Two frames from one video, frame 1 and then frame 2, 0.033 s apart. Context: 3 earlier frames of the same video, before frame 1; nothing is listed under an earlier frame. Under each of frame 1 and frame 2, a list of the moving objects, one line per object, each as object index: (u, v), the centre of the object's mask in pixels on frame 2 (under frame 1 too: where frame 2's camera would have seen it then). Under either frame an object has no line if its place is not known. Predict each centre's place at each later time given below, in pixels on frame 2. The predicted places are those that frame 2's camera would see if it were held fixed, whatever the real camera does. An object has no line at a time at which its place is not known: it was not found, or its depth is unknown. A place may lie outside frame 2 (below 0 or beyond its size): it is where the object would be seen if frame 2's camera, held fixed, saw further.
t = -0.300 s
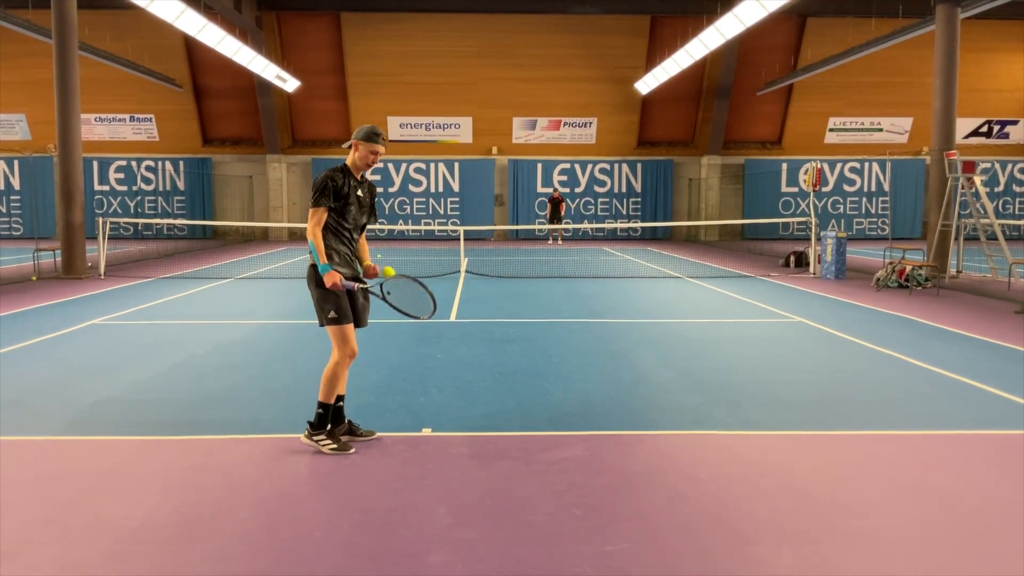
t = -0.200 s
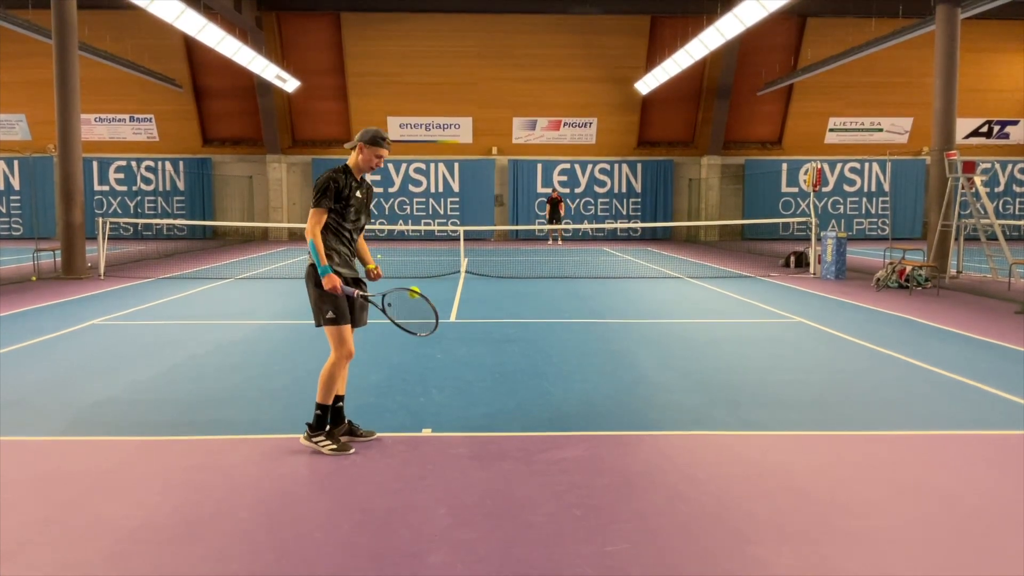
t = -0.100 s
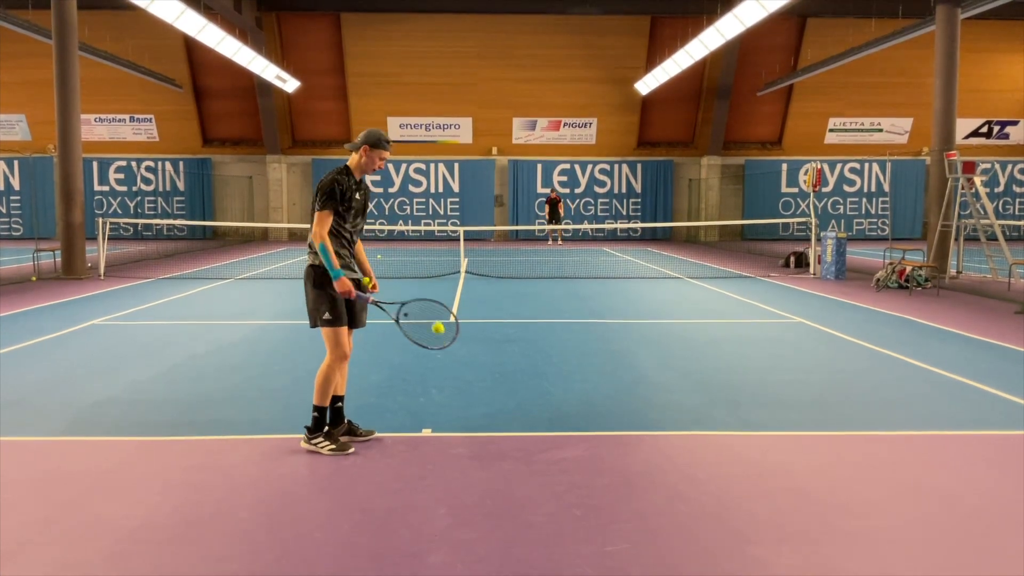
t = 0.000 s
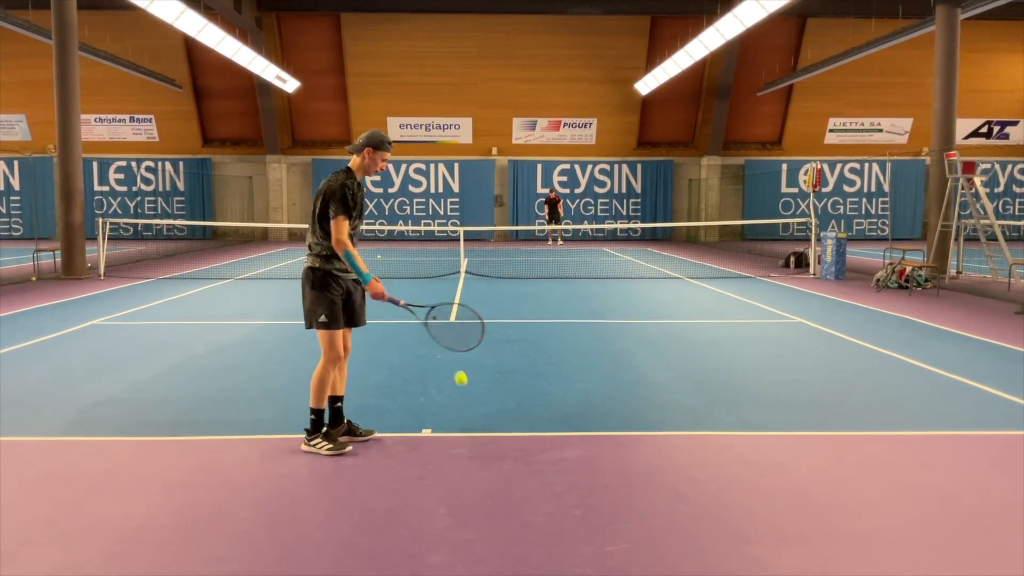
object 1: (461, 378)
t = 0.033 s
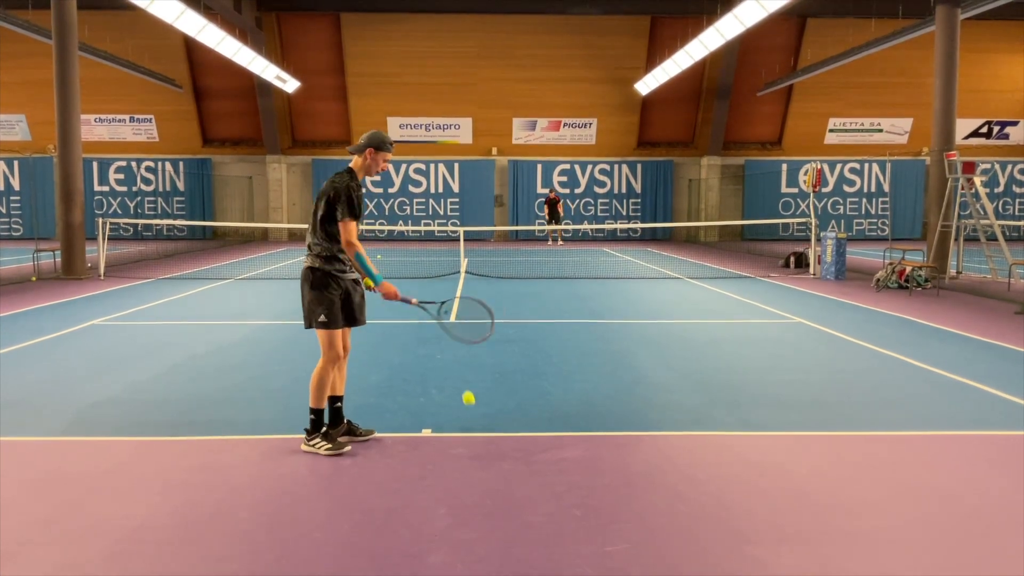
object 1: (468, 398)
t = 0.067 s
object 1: (476, 419)
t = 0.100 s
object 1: (481, 410)
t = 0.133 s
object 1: (486, 393)
